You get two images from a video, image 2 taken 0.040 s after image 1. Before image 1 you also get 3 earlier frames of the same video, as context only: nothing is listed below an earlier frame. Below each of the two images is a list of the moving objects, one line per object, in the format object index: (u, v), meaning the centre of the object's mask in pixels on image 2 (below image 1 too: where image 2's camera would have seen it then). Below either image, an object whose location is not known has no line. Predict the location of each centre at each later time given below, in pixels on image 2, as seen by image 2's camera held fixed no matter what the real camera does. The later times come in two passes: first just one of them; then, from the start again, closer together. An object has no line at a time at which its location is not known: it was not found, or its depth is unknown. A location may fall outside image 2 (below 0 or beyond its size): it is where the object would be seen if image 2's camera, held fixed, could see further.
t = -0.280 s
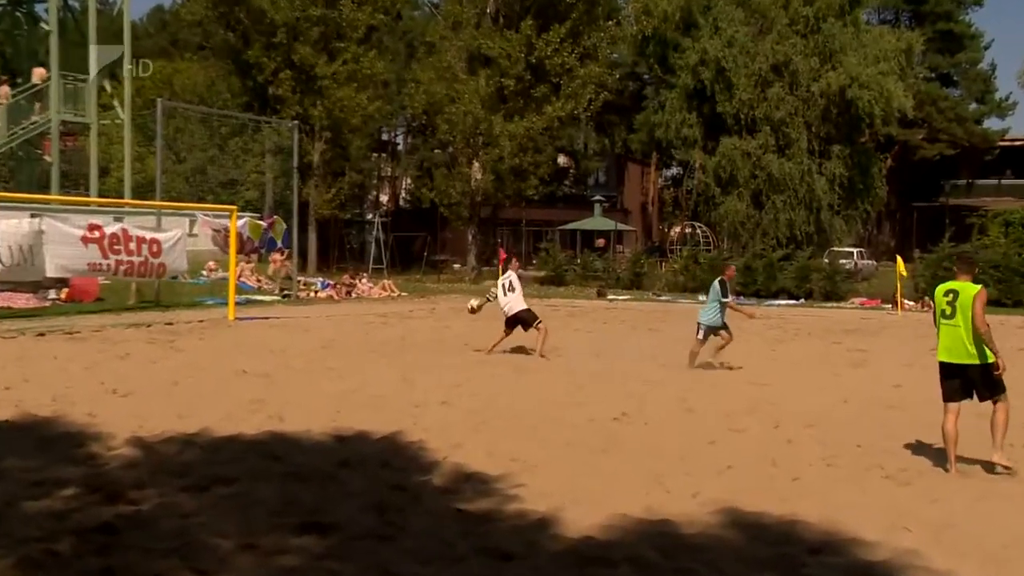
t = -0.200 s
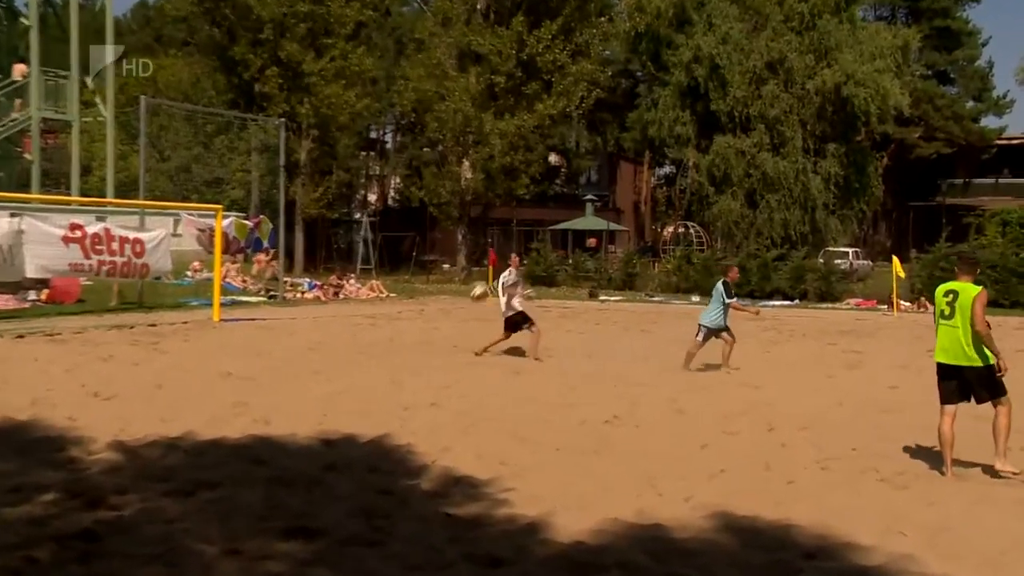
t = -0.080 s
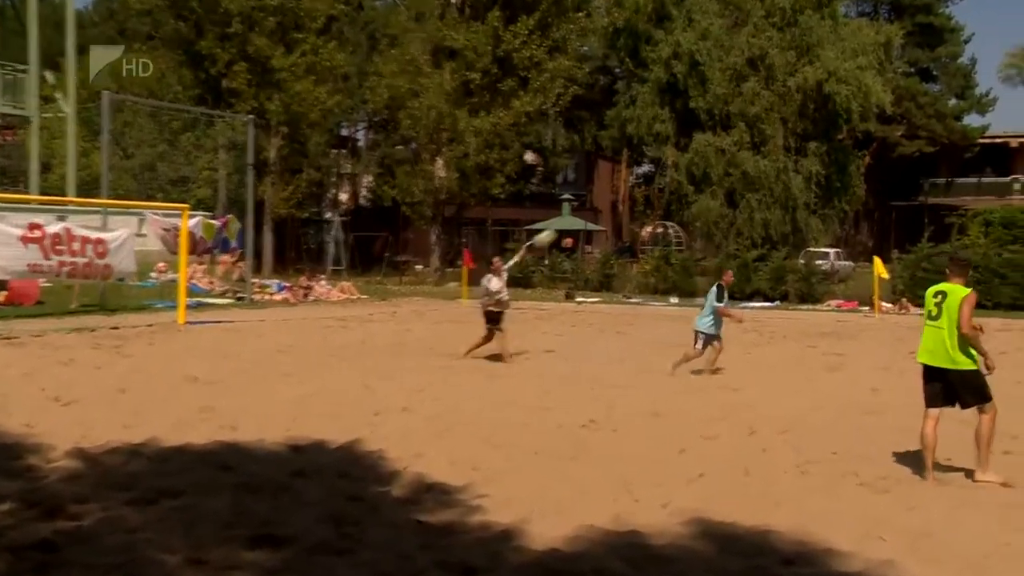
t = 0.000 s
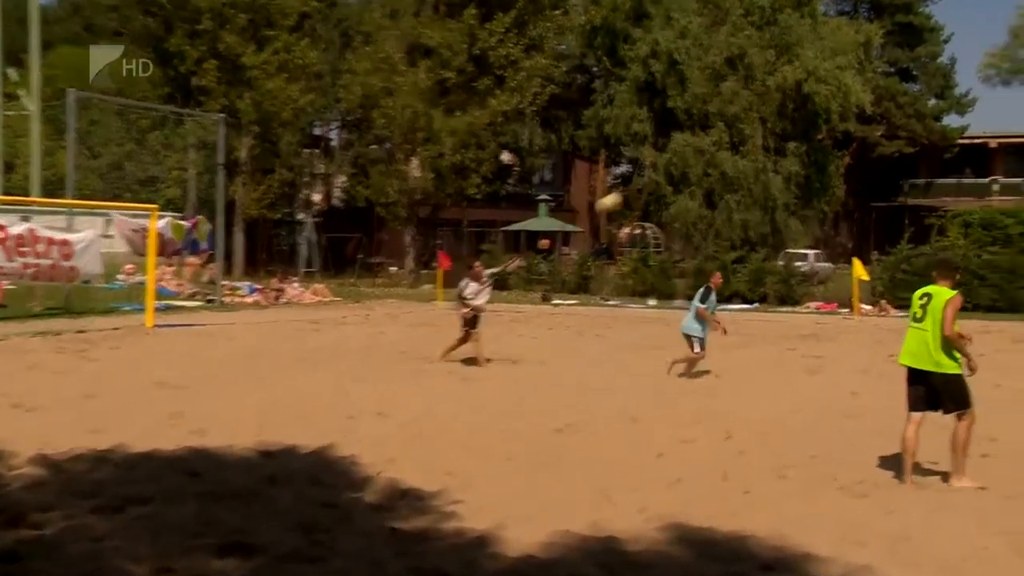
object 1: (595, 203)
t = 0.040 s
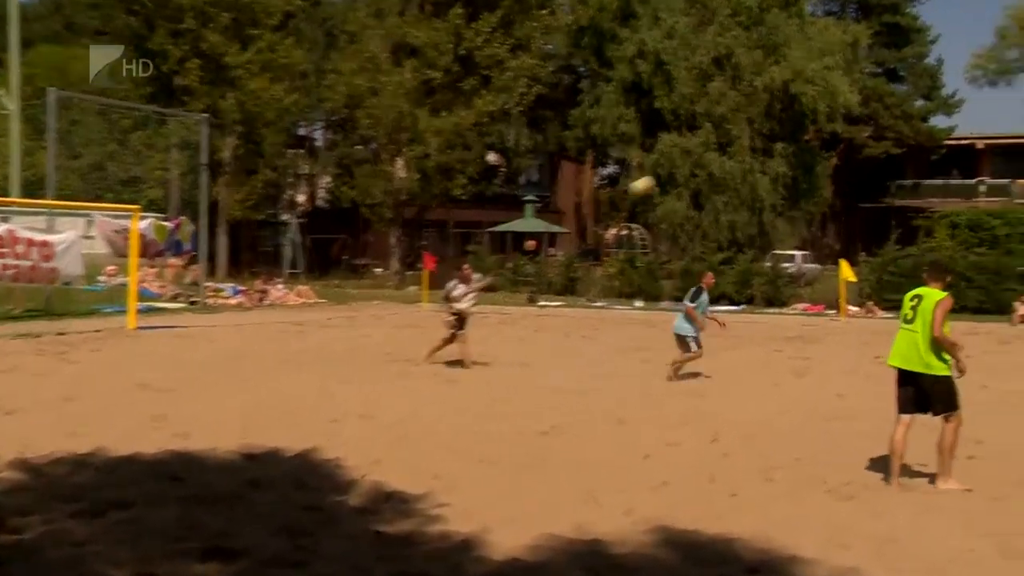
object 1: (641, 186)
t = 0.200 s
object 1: (839, 123)
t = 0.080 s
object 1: (688, 169)
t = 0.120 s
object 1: (738, 151)
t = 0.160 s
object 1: (787, 138)
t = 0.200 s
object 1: (839, 123)
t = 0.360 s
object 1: (1059, 67)
